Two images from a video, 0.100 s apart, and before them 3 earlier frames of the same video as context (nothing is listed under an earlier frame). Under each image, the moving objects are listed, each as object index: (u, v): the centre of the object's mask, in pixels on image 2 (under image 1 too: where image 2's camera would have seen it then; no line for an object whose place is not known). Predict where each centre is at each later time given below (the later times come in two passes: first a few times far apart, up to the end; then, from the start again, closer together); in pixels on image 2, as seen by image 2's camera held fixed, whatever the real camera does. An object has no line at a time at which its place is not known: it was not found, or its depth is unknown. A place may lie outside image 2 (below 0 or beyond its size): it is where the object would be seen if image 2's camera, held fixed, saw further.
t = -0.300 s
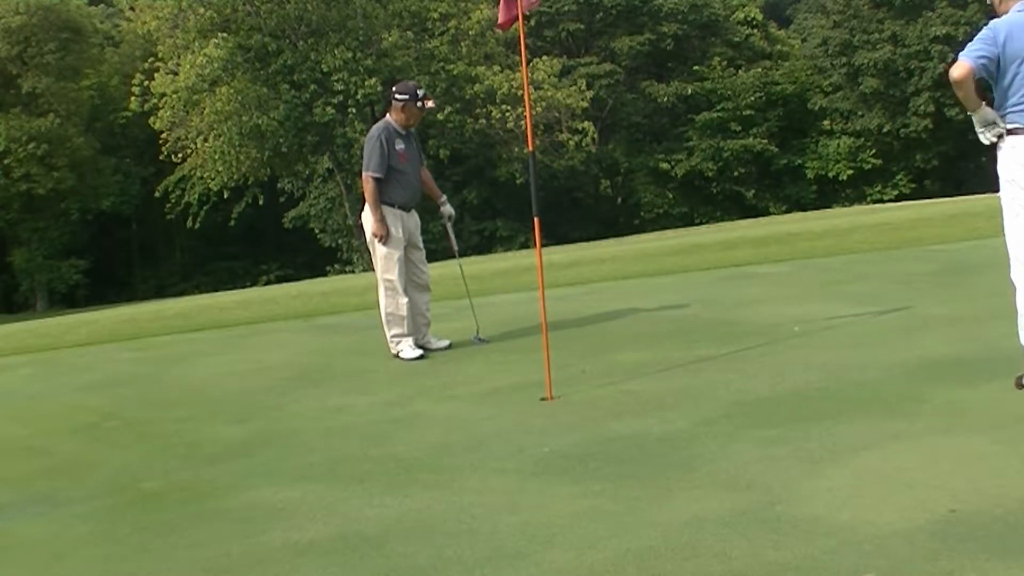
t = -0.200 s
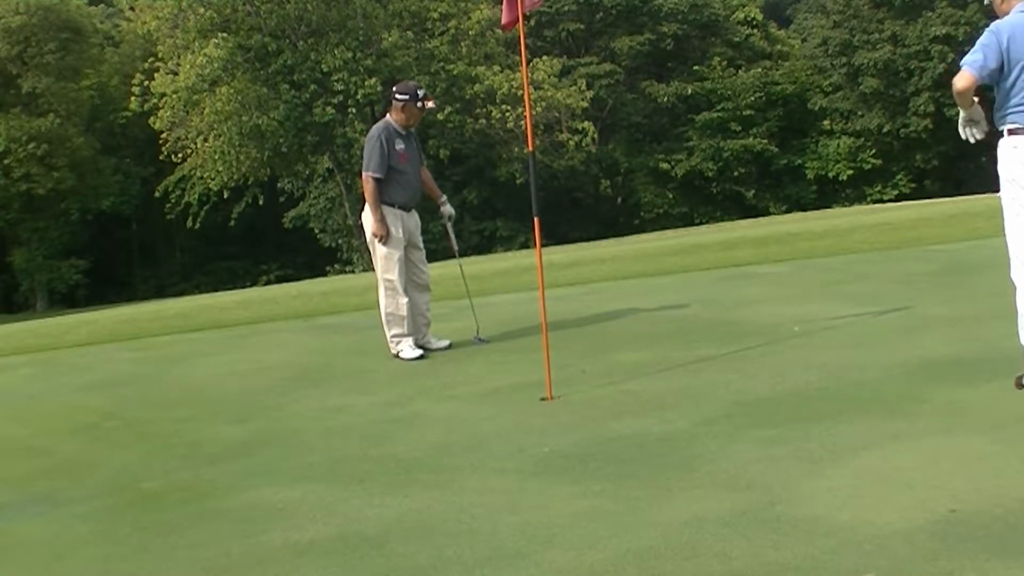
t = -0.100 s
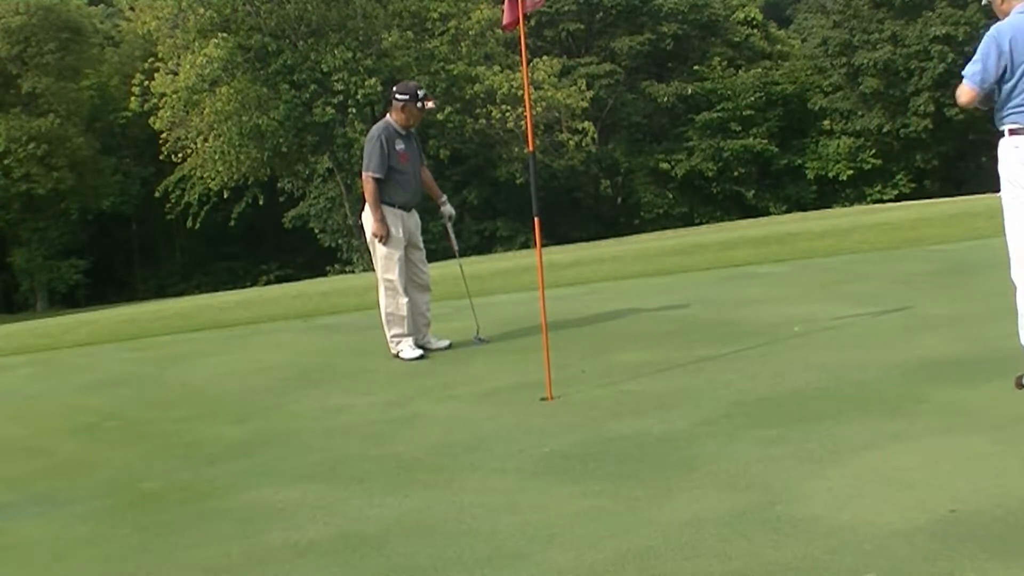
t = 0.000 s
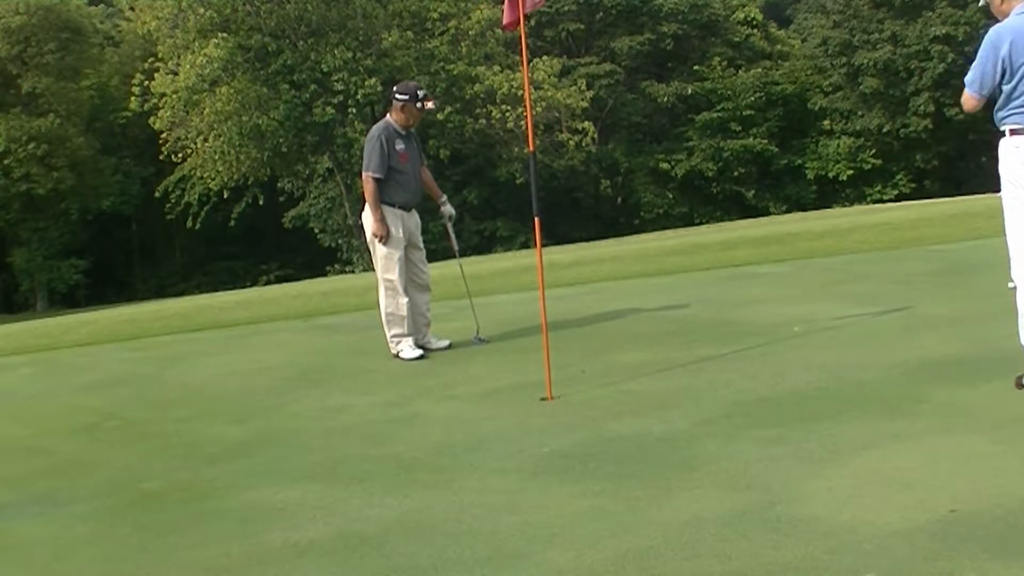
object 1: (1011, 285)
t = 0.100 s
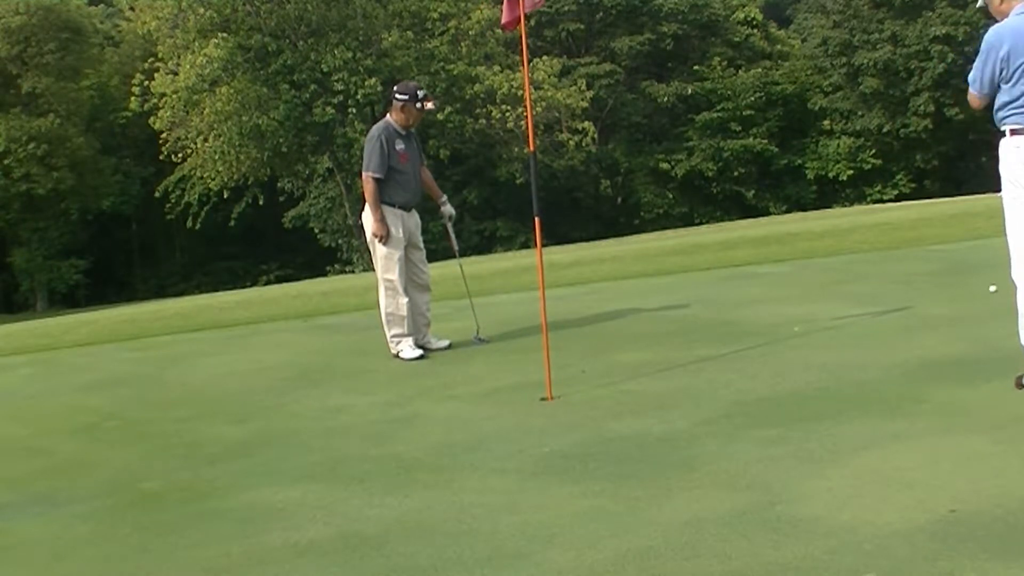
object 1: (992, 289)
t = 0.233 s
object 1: (967, 293)
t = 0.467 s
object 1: (922, 301)
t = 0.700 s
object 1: (876, 309)
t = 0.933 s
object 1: (831, 316)
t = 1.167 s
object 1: (787, 322)
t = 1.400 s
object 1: (746, 328)
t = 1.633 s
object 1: (709, 333)
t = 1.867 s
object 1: (675, 337)
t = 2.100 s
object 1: (645, 341)
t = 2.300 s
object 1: (621, 343)
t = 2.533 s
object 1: (598, 346)
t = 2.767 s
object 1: (578, 348)
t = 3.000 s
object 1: (564, 350)
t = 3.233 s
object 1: (554, 351)
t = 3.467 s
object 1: (546, 351)
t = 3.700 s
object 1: (543, 351)
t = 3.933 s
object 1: (543, 351)
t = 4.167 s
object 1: (543, 351)
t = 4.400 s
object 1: (543, 351)
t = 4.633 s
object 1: (543, 351)
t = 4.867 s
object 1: (543, 351)
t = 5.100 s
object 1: (543, 351)
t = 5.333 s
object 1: (543, 351)
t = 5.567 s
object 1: (543, 351)
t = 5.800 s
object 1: (543, 351)
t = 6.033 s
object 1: (543, 351)
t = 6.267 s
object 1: (543, 351)
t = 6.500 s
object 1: (543, 351)
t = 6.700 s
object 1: (543, 351)
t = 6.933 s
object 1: (543, 351)
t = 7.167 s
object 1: (543, 351)
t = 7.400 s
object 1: (543, 351)
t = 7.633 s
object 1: (543, 351)
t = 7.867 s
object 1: (543, 351)
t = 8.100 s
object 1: (543, 351)
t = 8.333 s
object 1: (543, 351)
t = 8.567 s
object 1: (543, 351)
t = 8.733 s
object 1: (543, 351)
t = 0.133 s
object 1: (986, 290)
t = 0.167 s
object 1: (980, 291)
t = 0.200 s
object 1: (973, 292)
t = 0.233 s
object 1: (967, 293)
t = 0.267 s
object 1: (961, 295)
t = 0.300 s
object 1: (954, 296)
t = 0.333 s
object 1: (948, 297)
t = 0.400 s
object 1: (935, 299)
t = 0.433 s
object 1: (928, 300)
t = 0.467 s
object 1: (922, 301)
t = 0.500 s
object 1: (916, 303)
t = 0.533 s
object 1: (909, 303)
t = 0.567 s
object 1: (902, 305)
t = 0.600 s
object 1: (896, 306)
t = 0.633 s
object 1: (890, 307)
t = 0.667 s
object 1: (883, 308)
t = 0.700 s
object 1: (876, 309)
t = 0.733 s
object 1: (870, 310)
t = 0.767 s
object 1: (863, 311)
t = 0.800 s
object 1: (857, 312)
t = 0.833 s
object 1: (849, 313)
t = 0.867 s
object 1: (844, 314)
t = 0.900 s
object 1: (837, 315)
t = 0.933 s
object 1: (831, 316)
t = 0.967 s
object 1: (825, 317)
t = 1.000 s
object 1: (818, 318)
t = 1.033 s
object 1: (812, 318)
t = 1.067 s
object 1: (806, 319)
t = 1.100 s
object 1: (800, 320)
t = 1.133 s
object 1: (794, 321)
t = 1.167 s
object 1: (787, 322)
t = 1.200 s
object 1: (781, 323)
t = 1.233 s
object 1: (775, 324)
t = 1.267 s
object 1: (769, 325)
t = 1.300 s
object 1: (764, 325)
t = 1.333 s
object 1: (758, 326)
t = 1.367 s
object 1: (752, 327)
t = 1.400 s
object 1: (746, 328)
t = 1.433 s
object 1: (741, 328)
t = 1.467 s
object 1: (735, 329)
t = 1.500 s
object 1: (730, 330)
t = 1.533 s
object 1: (724, 331)
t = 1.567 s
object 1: (719, 331)
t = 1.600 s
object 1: (714, 332)
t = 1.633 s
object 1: (709, 333)
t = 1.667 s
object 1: (704, 333)
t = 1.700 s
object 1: (699, 334)
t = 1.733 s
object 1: (694, 335)
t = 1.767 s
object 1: (689, 335)
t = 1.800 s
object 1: (684, 336)
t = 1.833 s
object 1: (679, 336)
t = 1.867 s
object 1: (675, 337)
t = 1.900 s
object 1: (670, 337)
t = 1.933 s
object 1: (666, 338)
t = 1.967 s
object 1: (661, 339)
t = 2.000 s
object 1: (657, 339)
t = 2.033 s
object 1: (653, 340)
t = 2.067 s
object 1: (649, 340)
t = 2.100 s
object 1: (645, 341)
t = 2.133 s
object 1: (640, 341)
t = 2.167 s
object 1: (636, 342)
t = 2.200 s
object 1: (632, 342)
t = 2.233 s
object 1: (628, 343)
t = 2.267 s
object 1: (625, 343)
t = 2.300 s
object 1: (621, 343)
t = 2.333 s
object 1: (618, 344)
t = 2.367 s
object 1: (614, 344)
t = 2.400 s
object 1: (610, 345)
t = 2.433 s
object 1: (607, 345)
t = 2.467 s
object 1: (604, 346)
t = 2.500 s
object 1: (601, 346)
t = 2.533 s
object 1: (598, 346)
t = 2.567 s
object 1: (595, 346)
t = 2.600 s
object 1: (592, 347)
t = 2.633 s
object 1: (589, 347)
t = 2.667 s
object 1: (586, 347)
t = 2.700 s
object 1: (584, 348)
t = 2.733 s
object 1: (581, 348)
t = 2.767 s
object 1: (578, 348)
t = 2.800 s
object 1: (576, 349)
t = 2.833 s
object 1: (574, 349)
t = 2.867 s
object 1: (571, 349)
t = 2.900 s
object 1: (569, 349)
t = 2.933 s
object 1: (568, 349)
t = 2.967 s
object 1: (565, 350)
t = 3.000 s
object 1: (564, 350)
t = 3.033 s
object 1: (562, 350)
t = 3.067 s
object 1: (560, 350)
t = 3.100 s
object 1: (558, 350)
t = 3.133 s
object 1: (557, 350)
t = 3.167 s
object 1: (556, 351)
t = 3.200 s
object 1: (555, 351)
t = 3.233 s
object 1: (554, 351)
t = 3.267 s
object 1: (553, 351)
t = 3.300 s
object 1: (552, 351)
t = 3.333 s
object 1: (551, 351)
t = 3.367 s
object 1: (551, 351)
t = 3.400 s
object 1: (549, 351)
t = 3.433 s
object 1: (548, 351)
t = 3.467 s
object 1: (546, 351)
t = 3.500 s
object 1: (545, 351)
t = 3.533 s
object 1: (544, 351)
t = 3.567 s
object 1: (544, 351)
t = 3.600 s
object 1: (543, 351)
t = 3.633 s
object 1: (543, 351)
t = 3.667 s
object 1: (543, 351)
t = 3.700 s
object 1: (543, 351)
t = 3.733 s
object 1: (543, 351)
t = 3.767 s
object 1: (543, 351)
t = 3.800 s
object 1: (543, 351)
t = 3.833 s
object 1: (543, 351)
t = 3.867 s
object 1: (543, 351)
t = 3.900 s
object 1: (543, 351)
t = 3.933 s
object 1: (543, 351)
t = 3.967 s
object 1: (543, 351)
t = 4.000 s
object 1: (543, 351)
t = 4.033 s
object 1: (543, 351)
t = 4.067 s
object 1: (543, 351)
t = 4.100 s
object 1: (543, 351)
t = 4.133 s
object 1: (543, 351)
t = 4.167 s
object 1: (543, 351)
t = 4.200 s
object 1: (543, 351)
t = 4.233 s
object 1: (543, 351)
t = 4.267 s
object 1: (543, 351)
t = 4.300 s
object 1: (543, 351)
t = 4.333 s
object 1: (543, 351)
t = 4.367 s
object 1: (543, 351)
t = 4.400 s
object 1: (543, 351)
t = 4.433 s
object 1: (543, 351)
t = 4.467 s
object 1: (543, 351)
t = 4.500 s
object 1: (543, 351)
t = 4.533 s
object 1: (543, 351)
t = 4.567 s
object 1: (543, 351)
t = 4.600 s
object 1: (543, 351)
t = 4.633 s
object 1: (543, 351)
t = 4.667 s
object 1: (543, 351)
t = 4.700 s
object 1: (543, 351)
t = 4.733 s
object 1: (543, 351)
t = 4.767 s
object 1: (543, 351)
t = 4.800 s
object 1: (543, 351)
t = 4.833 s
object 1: (543, 351)
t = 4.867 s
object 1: (543, 351)
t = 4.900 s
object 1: (543, 351)
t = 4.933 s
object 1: (543, 351)
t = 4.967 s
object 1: (543, 351)
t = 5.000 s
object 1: (543, 351)
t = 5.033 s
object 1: (543, 351)
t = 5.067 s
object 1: (543, 351)
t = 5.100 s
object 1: (543, 351)
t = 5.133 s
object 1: (543, 351)
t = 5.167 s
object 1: (543, 351)
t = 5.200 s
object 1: (543, 351)
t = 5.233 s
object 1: (543, 351)
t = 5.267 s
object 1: (543, 351)
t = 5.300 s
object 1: (543, 351)
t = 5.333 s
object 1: (543, 351)
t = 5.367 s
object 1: (543, 351)
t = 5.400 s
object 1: (543, 351)
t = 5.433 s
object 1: (543, 351)
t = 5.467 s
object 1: (543, 351)
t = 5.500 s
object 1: (543, 351)
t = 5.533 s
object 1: (543, 351)
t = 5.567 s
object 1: (543, 351)
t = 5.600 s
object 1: (543, 351)
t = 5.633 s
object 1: (542, 351)
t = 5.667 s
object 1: (543, 351)
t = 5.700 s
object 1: (543, 351)
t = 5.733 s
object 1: (543, 351)
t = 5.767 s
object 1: (543, 351)
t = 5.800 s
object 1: (543, 351)
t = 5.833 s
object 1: (543, 351)
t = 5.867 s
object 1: (543, 351)
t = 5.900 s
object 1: (543, 351)
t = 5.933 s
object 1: (543, 351)
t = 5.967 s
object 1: (543, 351)
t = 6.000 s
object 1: (543, 351)
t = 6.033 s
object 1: (543, 351)
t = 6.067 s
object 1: (543, 351)
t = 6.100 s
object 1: (543, 351)
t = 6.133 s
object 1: (543, 351)
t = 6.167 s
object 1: (543, 351)
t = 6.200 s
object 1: (543, 351)
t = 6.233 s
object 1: (543, 351)
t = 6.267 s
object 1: (543, 351)
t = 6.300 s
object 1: (543, 351)
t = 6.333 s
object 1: (543, 351)
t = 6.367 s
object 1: (543, 351)
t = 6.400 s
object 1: (543, 351)
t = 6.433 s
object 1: (543, 351)
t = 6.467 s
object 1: (543, 351)
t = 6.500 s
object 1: (543, 351)
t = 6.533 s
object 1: (543, 351)
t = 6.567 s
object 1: (543, 351)
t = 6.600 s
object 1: (543, 351)
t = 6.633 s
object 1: (543, 351)
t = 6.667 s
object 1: (543, 351)
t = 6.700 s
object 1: (543, 351)
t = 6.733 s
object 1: (543, 351)
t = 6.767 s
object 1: (543, 351)
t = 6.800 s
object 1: (543, 351)
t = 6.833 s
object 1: (543, 351)
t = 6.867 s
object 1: (543, 351)
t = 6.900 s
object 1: (543, 351)
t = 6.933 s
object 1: (543, 351)
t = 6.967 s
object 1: (543, 351)
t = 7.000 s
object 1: (543, 351)
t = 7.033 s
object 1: (543, 351)
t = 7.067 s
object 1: (543, 351)
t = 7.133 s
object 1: (543, 351)
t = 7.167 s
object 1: (543, 351)
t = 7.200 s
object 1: (543, 351)
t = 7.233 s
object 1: (543, 351)
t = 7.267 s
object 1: (543, 351)
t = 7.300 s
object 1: (543, 351)
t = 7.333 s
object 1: (543, 351)
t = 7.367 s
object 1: (543, 351)
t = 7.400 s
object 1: (543, 351)
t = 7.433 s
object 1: (543, 351)
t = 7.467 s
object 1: (543, 351)
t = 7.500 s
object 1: (543, 351)
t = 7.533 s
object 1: (543, 351)
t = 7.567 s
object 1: (543, 351)
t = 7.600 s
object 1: (543, 351)
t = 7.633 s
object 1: (543, 351)
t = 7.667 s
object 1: (543, 351)
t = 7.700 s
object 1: (543, 351)
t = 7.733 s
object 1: (543, 351)
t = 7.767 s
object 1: (543, 351)
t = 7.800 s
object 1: (543, 351)
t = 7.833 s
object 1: (543, 351)
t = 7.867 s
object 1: (543, 351)
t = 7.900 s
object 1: (543, 351)
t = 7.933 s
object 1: (543, 351)
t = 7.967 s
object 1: (543, 351)
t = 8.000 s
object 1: (543, 351)
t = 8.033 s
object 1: (543, 351)
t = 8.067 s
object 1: (543, 351)
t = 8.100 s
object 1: (543, 351)
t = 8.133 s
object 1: (543, 351)
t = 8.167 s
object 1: (543, 351)
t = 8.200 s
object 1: (543, 351)
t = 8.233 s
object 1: (543, 351)
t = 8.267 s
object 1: (543, 351)
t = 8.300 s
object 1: (543, 351)
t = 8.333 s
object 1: (543, 351)
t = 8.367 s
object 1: (543, 351)
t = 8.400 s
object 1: (543, 351)
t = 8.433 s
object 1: (543, 351)
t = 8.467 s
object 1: (543, 351)
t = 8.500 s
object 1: (543, 351)
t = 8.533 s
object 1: (543, 351)
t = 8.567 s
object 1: (543, 351)
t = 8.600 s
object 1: (543, 351)
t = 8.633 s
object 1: (543, 351)
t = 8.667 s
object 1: (543, 351)
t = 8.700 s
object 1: (543, 351)
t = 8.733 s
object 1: (543, 351)
